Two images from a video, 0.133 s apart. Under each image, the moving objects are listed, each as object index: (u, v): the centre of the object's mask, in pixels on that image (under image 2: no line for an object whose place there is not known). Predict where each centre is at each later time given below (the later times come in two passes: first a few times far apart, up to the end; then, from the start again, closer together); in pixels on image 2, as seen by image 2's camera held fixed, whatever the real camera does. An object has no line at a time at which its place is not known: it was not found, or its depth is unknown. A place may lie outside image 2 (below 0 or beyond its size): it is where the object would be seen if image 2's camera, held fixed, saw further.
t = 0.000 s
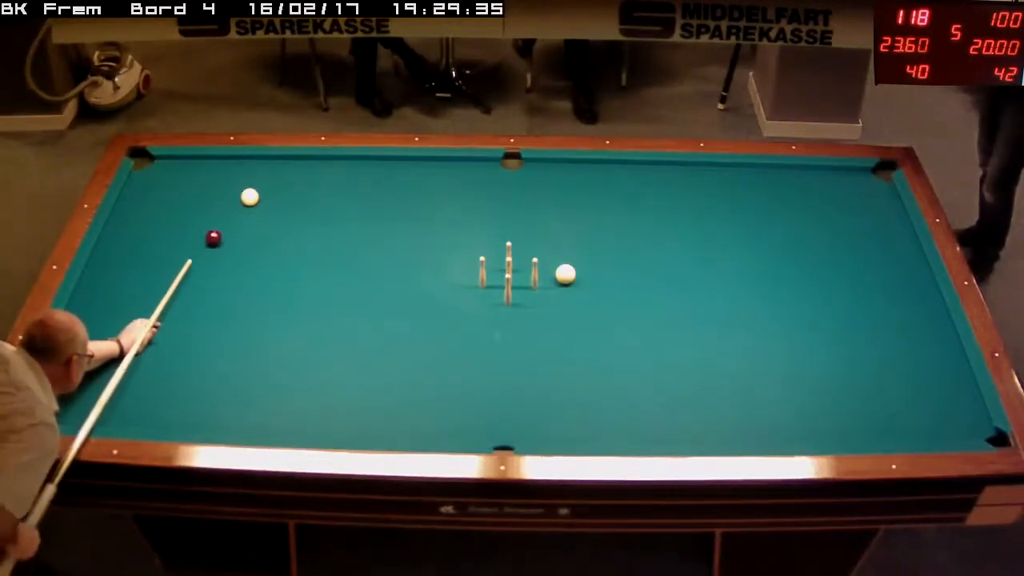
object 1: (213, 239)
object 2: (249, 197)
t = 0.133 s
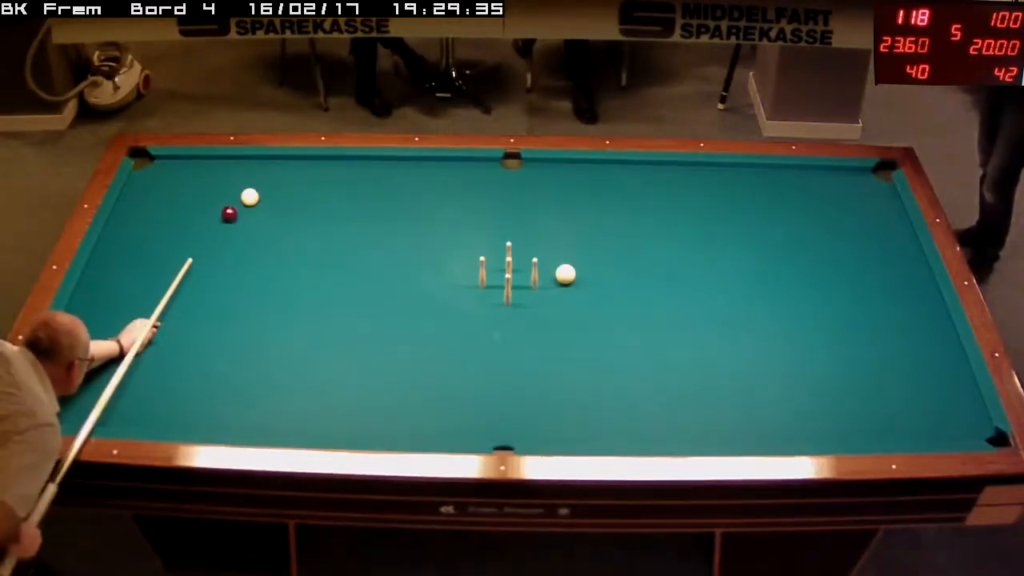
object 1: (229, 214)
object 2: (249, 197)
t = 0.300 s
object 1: (227, 195)
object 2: (269, 189)
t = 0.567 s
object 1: (216, 170)
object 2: (303, 175)
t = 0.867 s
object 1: (178, 172)
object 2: (342, 162)
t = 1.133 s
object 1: (145, 185)
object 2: (358, 168)
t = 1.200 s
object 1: (135, 188)
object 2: (363, 170)
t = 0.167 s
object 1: (232, 209)
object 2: (249, 197)
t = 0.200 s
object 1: (234, 204)
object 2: (252, 196)
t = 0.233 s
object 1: (231, 201)
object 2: (258, 194)
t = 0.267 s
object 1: (229, 198)
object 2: (264, 191)
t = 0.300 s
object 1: (227, 195)
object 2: (269, 189)
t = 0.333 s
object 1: (225, 191)
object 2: (273, 187)
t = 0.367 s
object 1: (224, 188)
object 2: (278, 186)
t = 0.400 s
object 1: (223, 185)
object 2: (282, 184)
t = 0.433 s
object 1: (221, 182)
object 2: (286, 182)
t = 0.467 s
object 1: (220, 179)
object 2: (291, 180)
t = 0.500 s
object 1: (218, 176)
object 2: (295, 178)
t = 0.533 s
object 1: (217, 173)
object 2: (299, 177)
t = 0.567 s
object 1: (216, 170)
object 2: (303, 175)
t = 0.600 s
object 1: (214, 167)
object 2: (307, 173)
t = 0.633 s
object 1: (213, 164)
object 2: (312, 172)
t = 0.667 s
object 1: (211, 161)
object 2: (316, 170)
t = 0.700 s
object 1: (207, 162)
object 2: (320, 169)
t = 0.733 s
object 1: (201, 164)
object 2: (324, 167)
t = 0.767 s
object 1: (197, 166)
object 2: (328, 165)
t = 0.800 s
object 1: (192, 167)
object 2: (332, 163)
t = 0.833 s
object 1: (187, 169)
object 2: (336, 162)
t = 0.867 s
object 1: (178, 172)
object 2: (342, 162)
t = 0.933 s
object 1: (173, 174)
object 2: (344, 163)
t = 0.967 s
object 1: (168, 176)
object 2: (347, 163)
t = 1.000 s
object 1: (164, 178)
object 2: (349, 164)
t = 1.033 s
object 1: (159, 179)
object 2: (351, 165)
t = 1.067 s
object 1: (154, 181)
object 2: (354, 166)
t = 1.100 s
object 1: (150, 183)
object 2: (356, 167)
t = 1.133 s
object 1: (145, 185)
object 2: (358, 168)
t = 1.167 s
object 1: (140, 186)
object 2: (361, 169)
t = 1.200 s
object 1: (135, 188)
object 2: (363, 170)
